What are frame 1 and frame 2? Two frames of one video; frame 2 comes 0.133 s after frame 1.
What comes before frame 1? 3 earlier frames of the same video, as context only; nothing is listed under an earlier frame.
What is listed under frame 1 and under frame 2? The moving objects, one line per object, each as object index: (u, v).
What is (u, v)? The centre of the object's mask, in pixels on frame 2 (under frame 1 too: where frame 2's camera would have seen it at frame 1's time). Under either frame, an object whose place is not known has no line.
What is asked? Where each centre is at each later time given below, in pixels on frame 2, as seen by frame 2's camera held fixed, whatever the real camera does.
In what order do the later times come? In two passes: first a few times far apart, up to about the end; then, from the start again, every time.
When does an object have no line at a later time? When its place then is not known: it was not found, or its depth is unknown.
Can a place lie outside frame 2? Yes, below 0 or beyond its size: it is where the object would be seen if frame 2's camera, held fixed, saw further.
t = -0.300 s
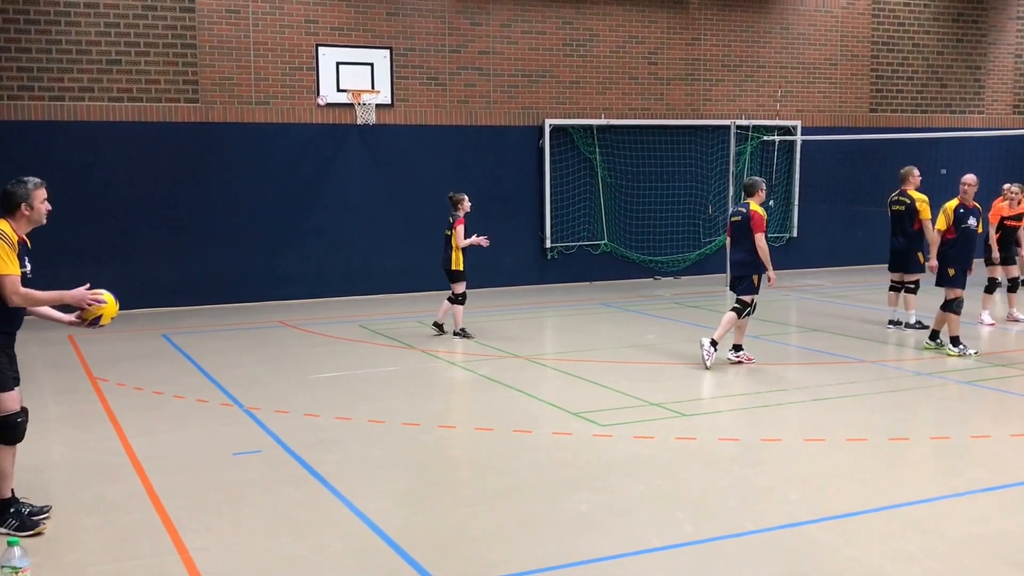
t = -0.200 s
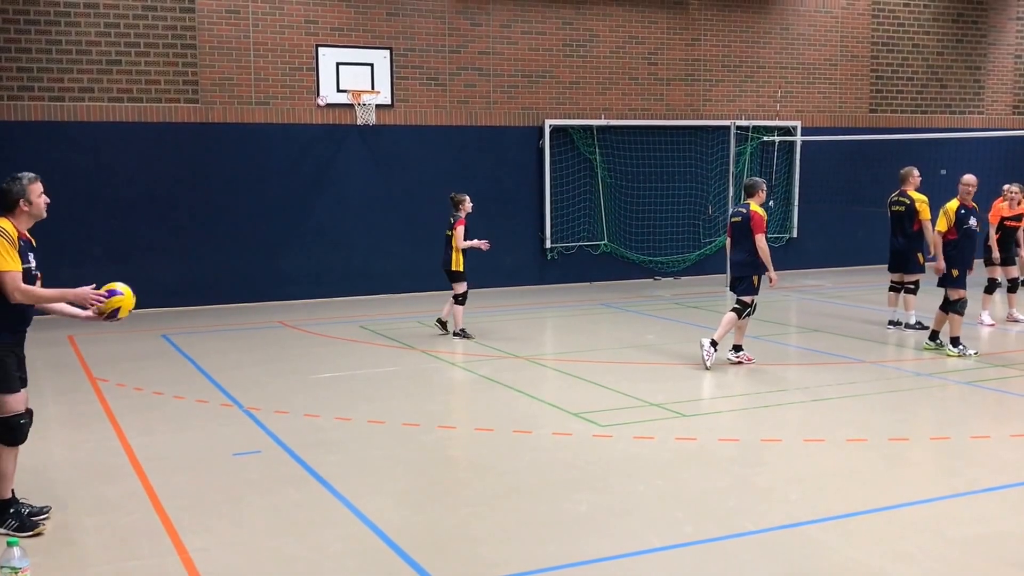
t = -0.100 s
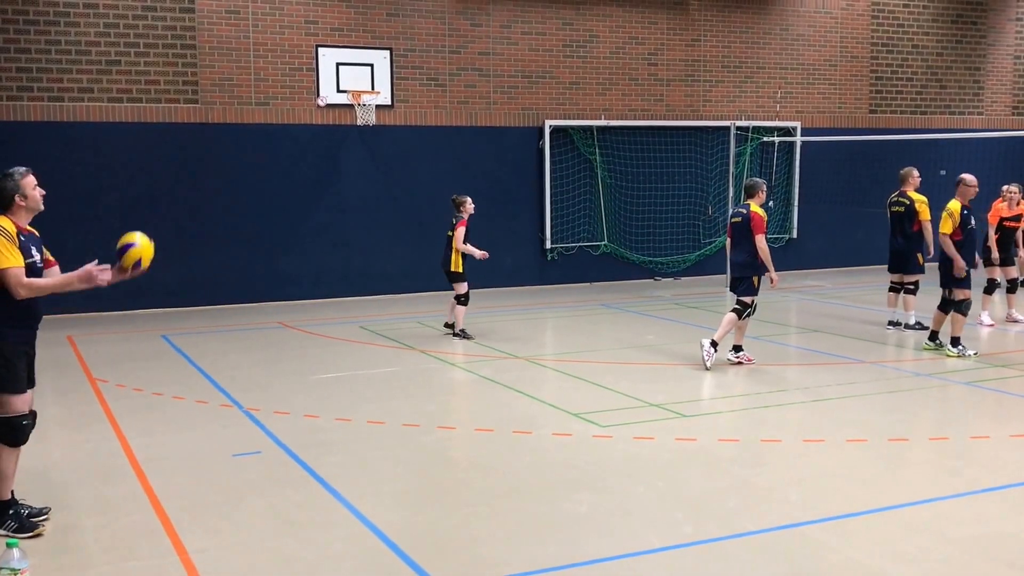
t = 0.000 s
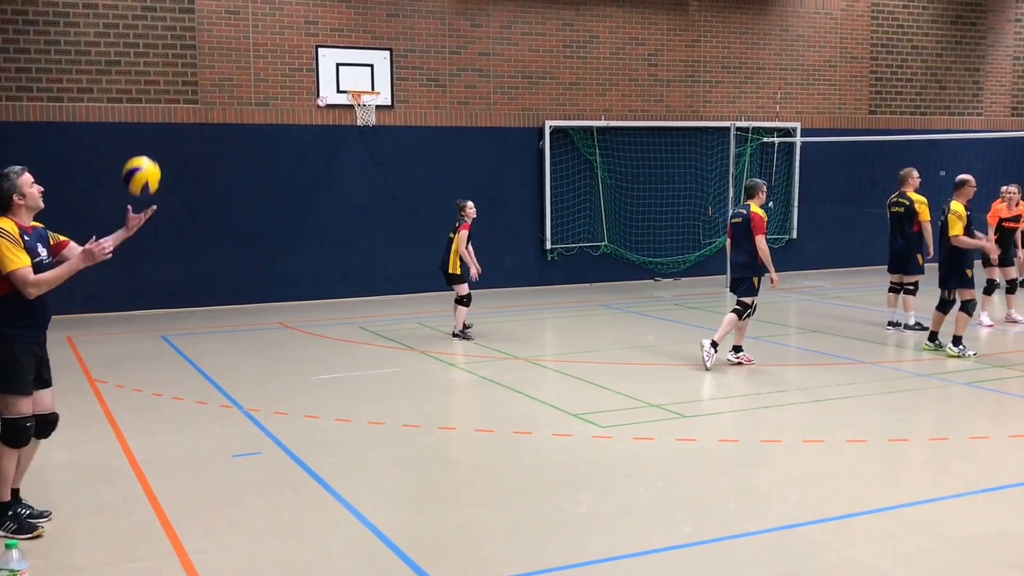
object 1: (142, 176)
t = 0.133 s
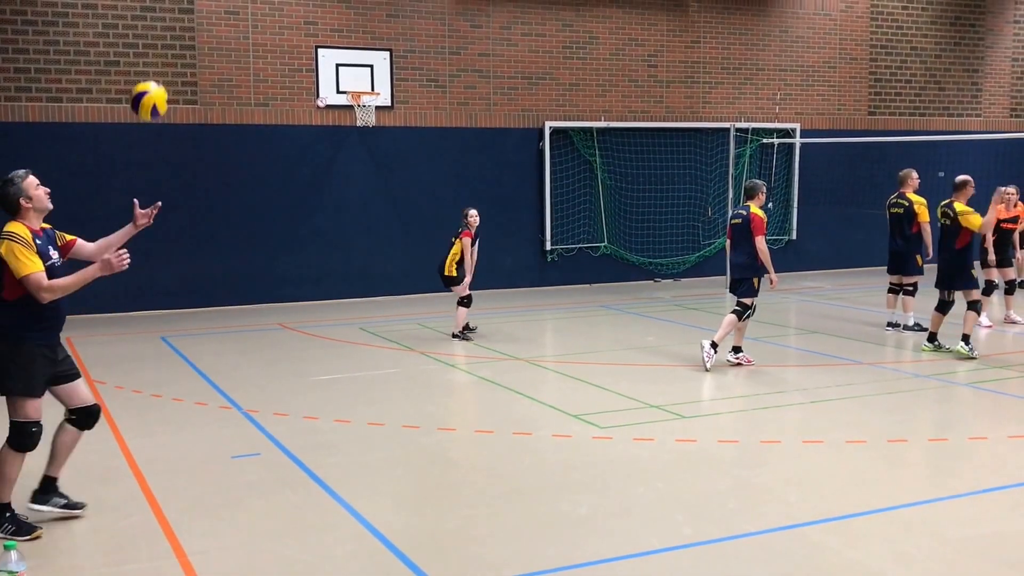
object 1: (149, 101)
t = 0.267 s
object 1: (159, 55)
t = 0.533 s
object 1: (180, 55)
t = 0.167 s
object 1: (151, 86)
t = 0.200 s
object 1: (154, 74)
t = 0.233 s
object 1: (156, 63)
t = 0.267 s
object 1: (159, 55)
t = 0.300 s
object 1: (161, 48)
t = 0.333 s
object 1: (164, 44)
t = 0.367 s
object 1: (167, 41)
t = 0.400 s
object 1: (169, 40)
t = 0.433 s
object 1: (172, 41)
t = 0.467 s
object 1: (174, 44)
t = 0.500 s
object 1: (177, 49)
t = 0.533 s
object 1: (180, 55)
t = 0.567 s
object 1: (183, 64)
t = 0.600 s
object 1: (186, 75)
